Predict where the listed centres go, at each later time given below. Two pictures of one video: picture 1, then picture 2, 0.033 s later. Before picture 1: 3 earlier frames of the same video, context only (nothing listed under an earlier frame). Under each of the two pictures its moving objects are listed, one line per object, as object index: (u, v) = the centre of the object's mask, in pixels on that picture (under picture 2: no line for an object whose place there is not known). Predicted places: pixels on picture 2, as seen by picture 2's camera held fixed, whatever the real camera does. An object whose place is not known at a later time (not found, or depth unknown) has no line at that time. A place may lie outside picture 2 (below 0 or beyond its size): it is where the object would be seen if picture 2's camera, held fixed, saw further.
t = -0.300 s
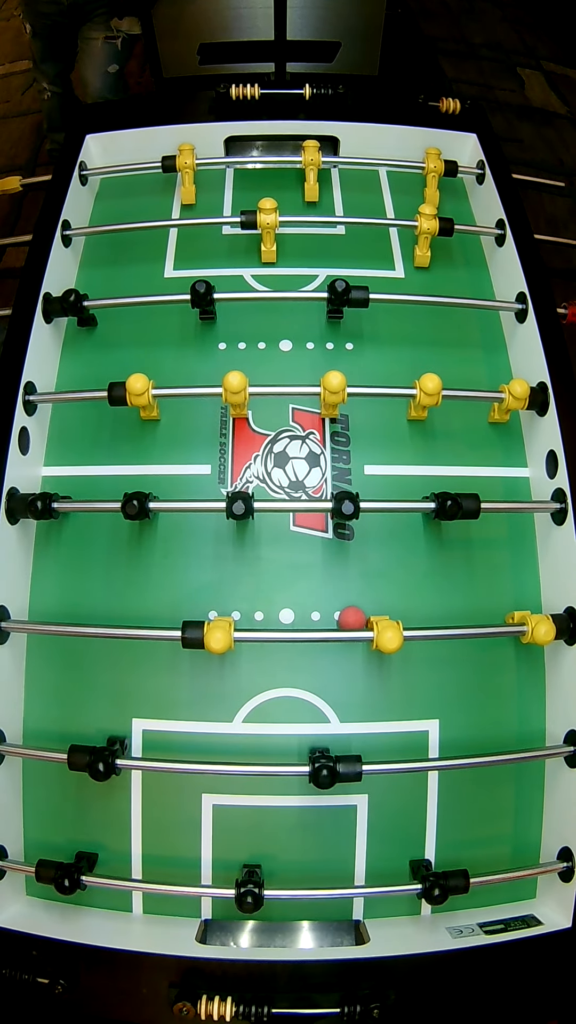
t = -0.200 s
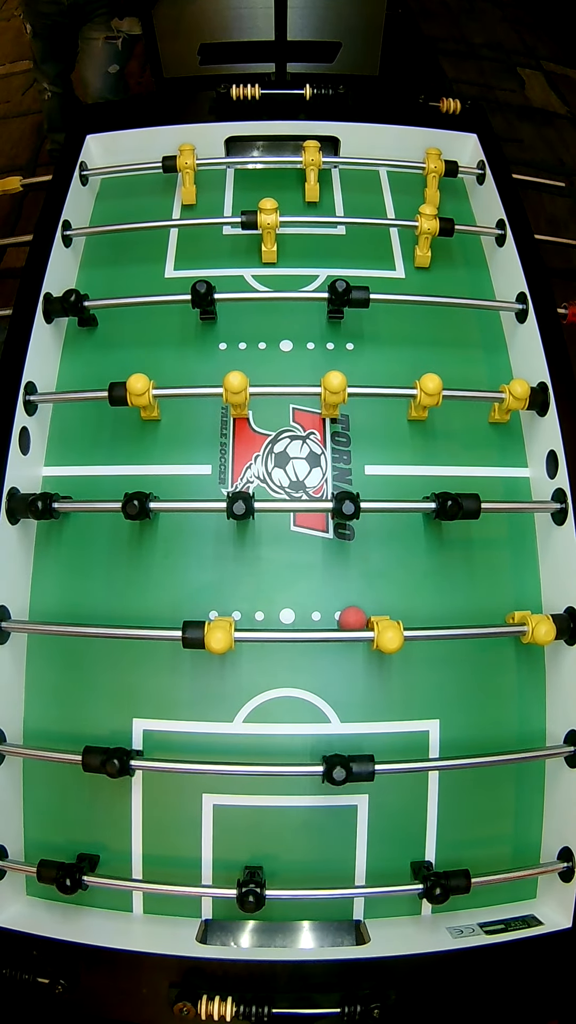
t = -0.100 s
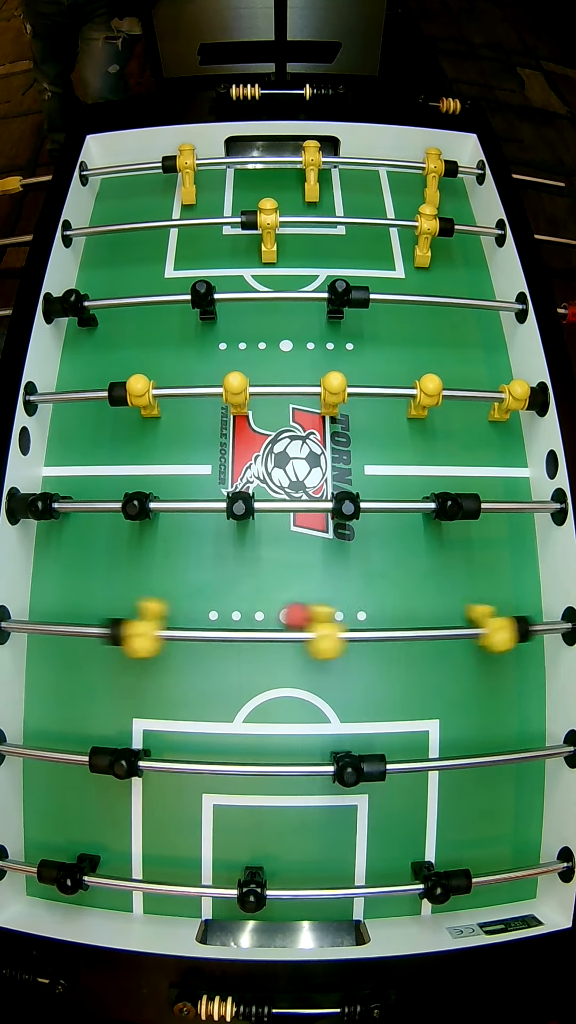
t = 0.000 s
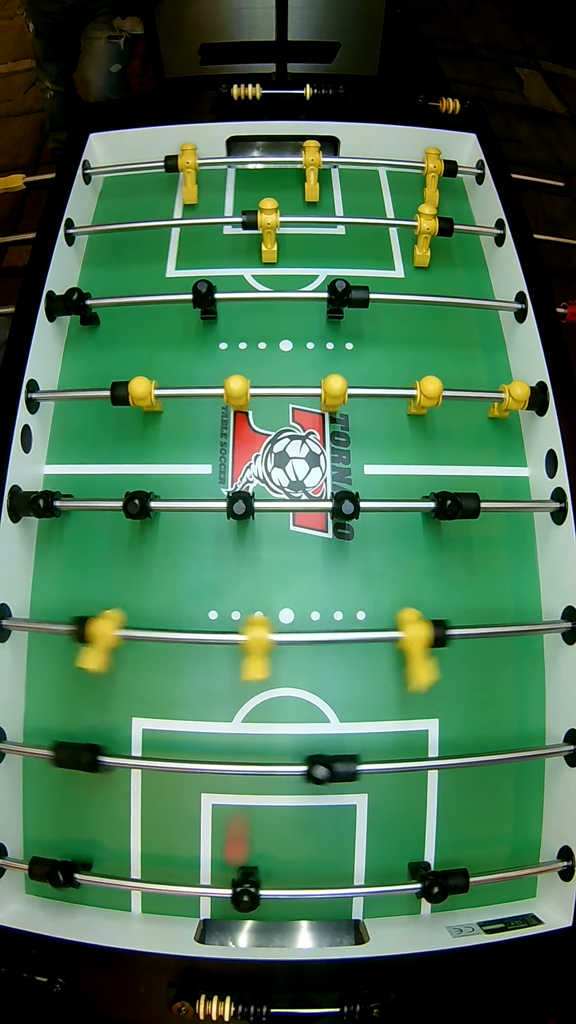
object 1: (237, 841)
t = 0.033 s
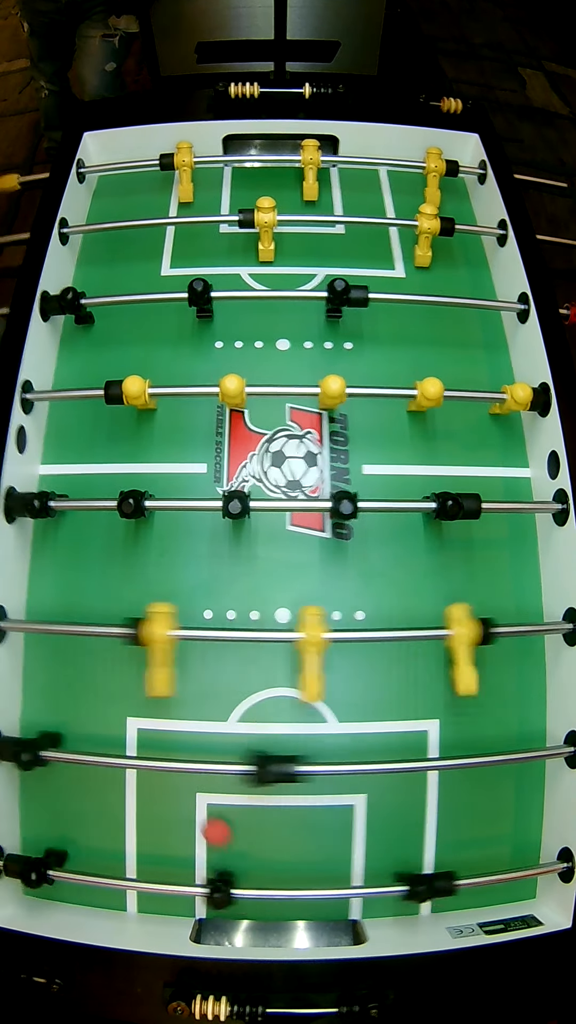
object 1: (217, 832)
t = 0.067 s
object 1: (202, 806)
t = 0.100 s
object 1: (189, 784)
